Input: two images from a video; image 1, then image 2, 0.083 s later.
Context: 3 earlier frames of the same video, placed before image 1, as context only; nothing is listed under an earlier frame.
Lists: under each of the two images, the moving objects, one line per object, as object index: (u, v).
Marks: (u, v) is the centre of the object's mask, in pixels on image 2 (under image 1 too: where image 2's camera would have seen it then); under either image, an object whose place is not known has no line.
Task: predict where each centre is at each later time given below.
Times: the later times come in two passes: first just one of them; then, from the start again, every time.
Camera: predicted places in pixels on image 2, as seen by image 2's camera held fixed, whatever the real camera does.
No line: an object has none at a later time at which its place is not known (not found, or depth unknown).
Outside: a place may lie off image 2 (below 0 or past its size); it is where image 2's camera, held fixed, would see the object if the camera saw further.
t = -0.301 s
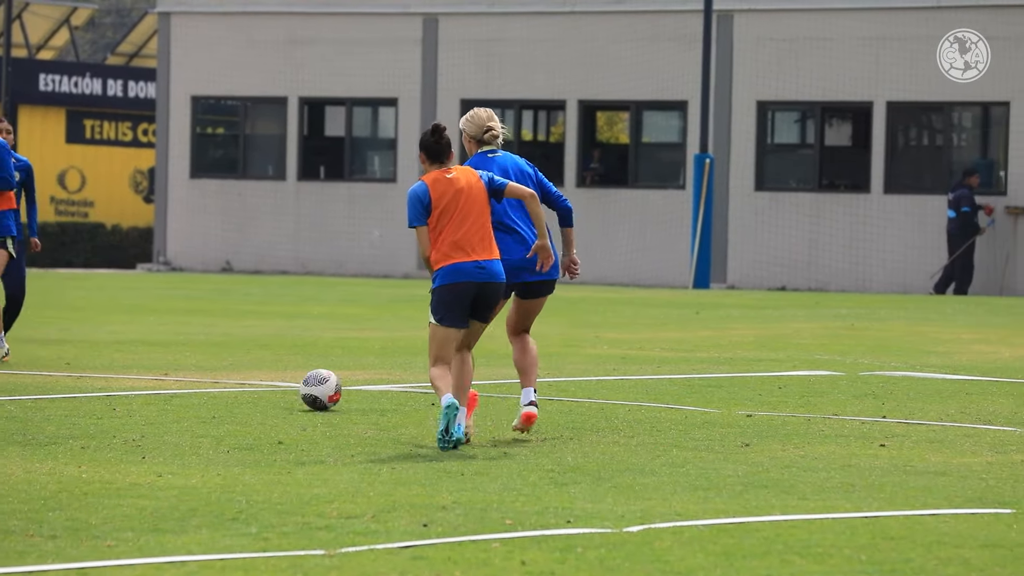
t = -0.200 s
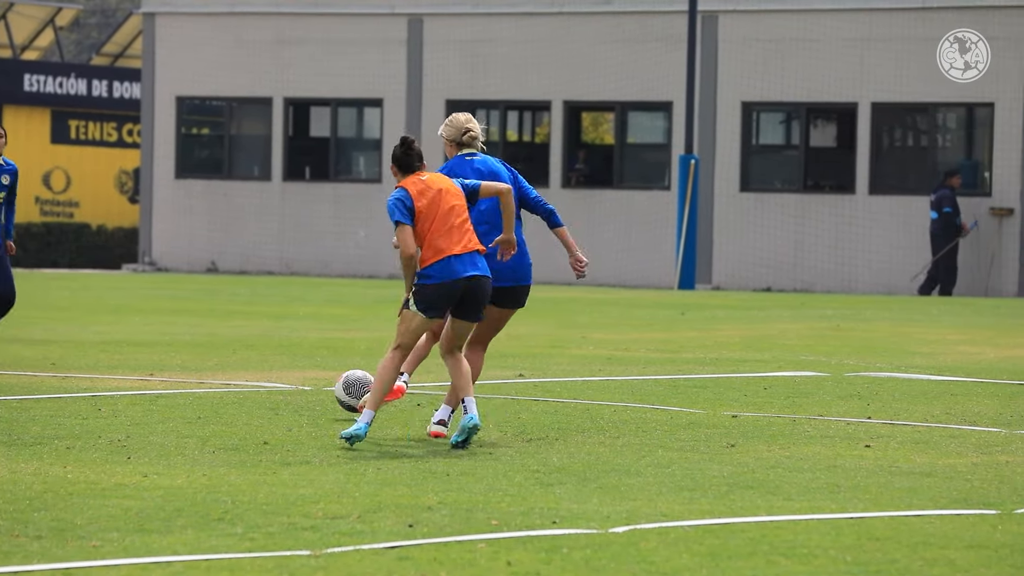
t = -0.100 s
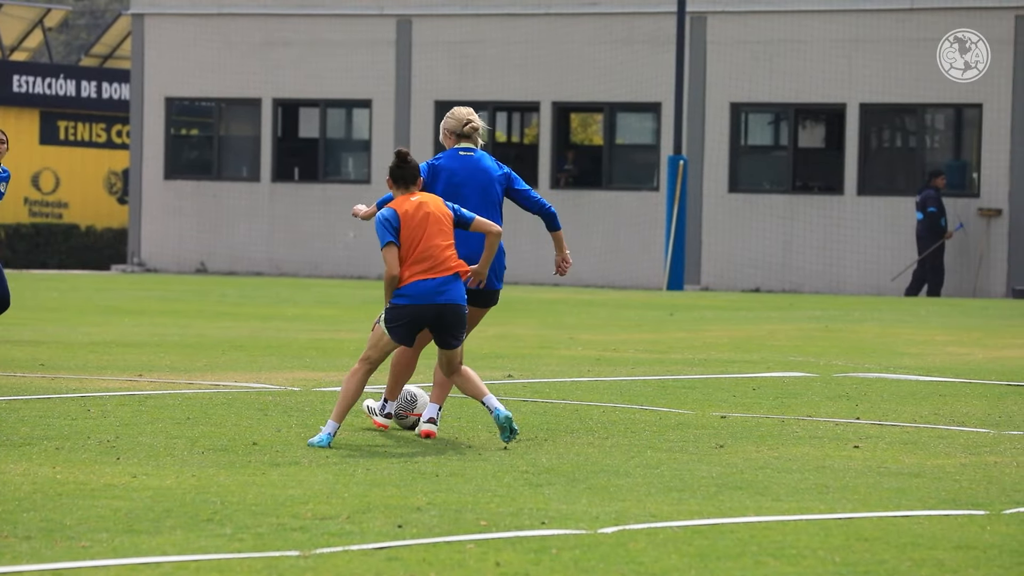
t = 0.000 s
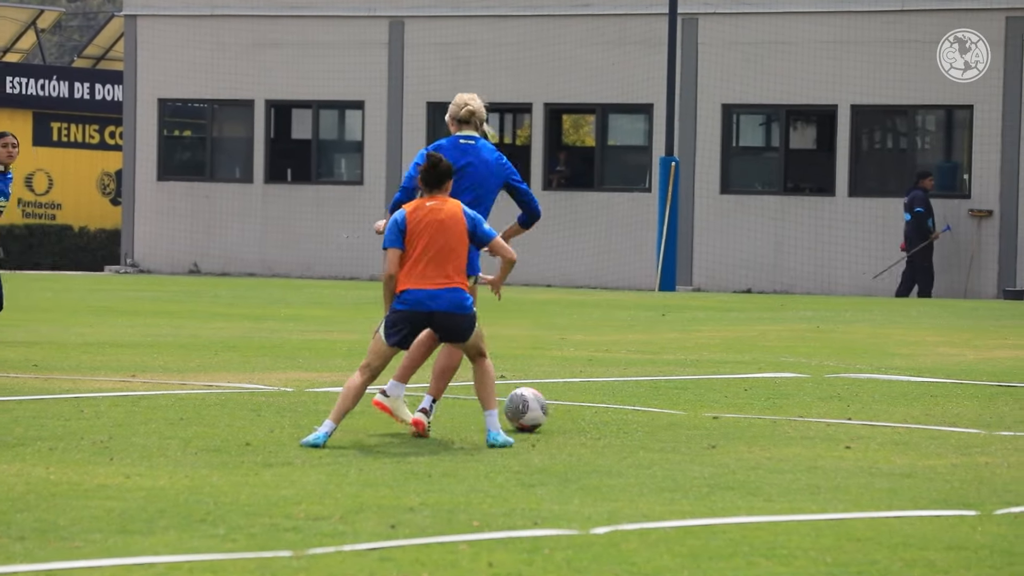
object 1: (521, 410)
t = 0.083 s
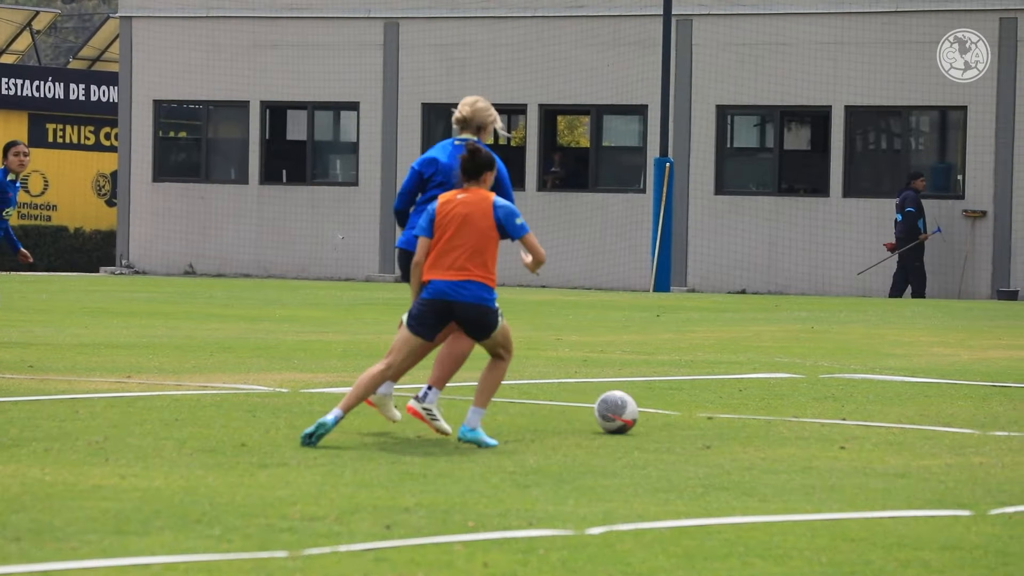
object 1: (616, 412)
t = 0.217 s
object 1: (759, 416)
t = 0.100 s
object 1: (635, 412)
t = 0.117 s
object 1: (653, 413)
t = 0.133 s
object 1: (671, 414)
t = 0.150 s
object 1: (690, 415)
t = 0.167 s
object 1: (707, 415)
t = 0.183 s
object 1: (724, 415)
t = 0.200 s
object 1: (742, 415)
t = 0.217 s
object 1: (759, 416)
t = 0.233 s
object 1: (777, 417)
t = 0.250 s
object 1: (794, 417)
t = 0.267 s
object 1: (810, 417)
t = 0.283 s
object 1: (827, 416)
